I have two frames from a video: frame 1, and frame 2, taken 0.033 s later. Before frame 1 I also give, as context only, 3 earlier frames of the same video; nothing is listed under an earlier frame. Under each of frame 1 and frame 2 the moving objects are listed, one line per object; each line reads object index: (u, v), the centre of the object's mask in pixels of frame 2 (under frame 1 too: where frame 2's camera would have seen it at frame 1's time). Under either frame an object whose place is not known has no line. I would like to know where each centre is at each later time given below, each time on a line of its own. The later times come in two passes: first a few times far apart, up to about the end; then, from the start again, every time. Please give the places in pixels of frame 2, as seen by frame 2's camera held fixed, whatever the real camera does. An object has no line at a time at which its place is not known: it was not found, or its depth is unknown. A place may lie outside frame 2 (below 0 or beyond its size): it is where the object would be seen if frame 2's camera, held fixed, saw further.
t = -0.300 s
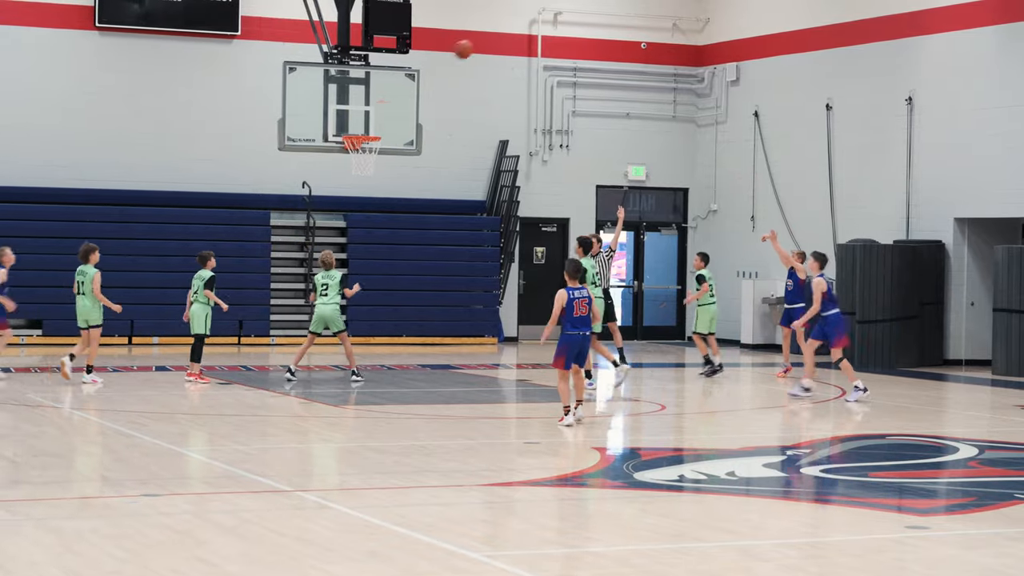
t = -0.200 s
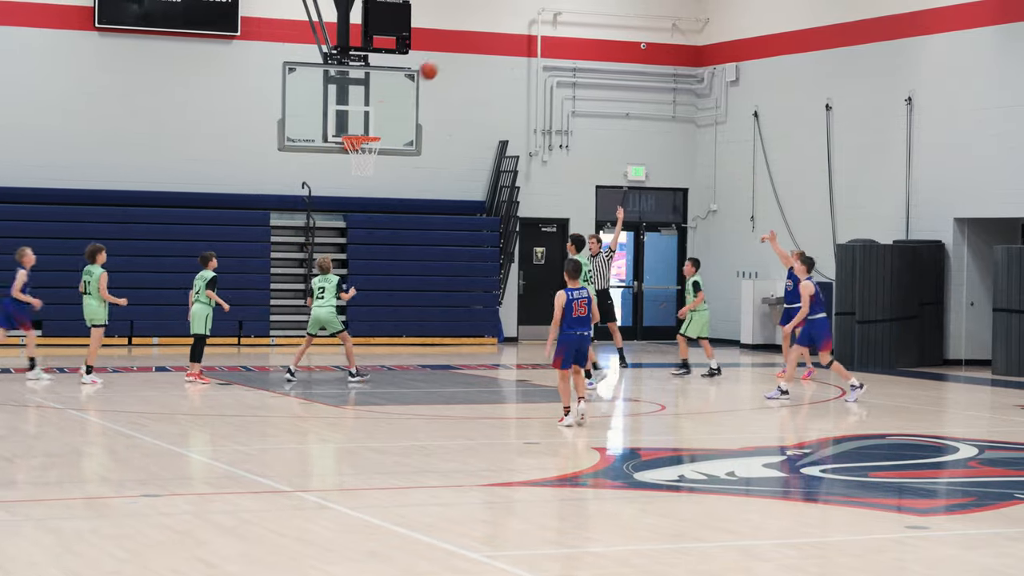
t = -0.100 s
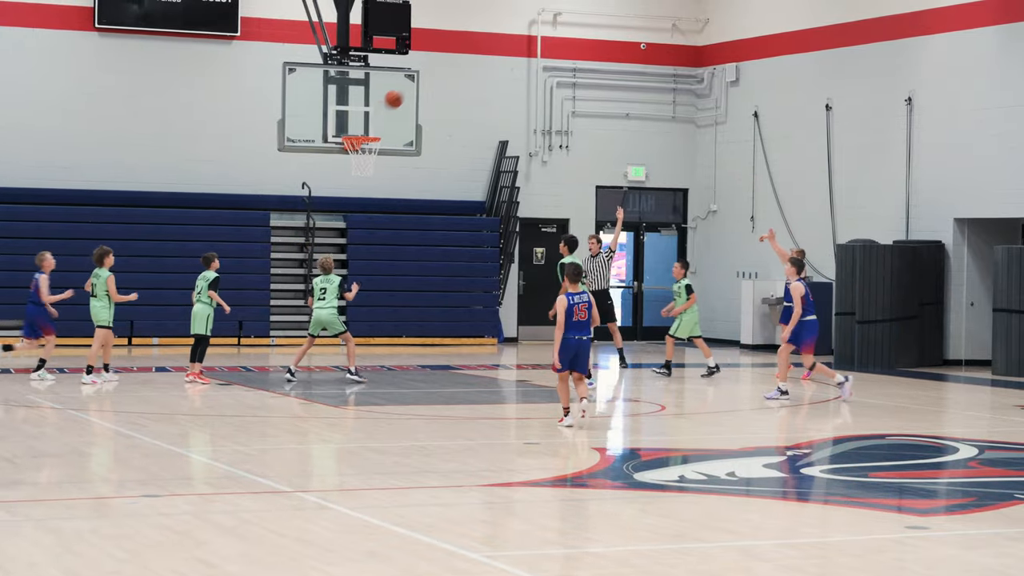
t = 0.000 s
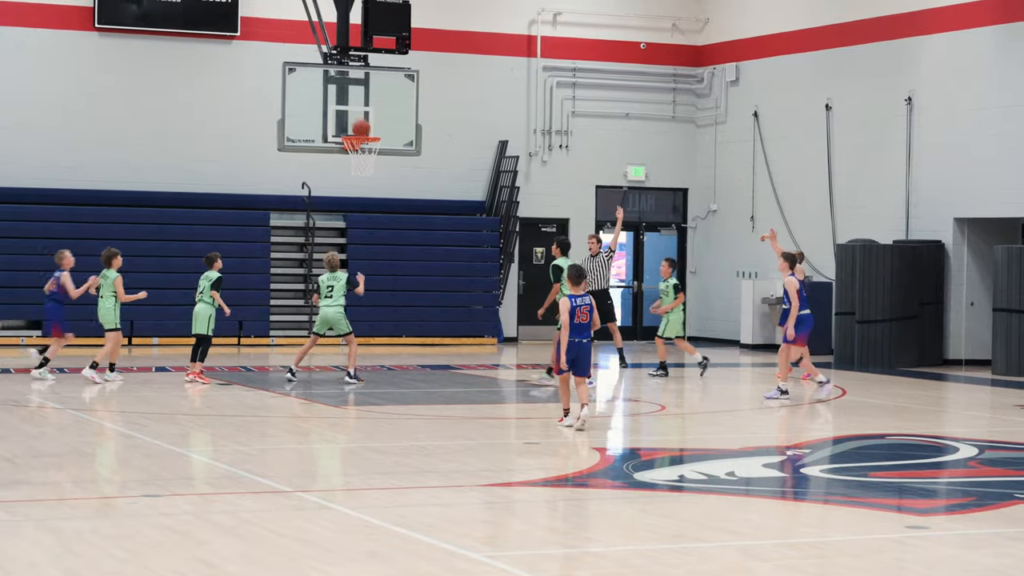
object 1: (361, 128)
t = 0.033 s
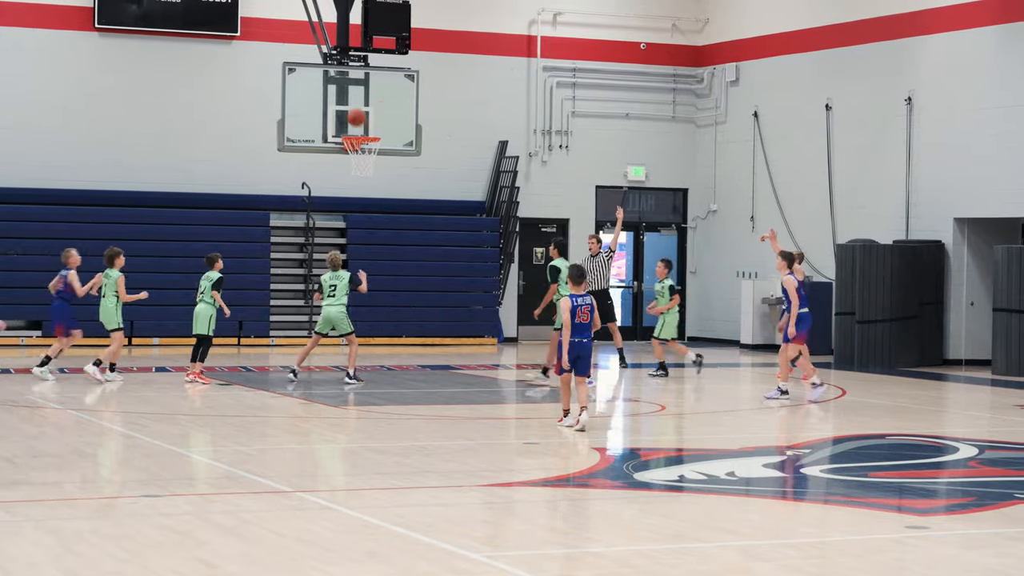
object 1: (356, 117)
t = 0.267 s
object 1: (324, 63)
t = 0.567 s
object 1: (280, 54)
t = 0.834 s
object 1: (239, 106)
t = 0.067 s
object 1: (351, 107)
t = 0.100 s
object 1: (347, 98)
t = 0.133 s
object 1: (343, 89)
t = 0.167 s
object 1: (338, 82)
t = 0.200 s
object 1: (334, 75)
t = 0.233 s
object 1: (328, 68)
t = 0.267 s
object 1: (324, 63)
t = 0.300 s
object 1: (319, 59)
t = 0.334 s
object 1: (314, 55)
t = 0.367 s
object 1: (309, 53)
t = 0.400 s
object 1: (304, 51)
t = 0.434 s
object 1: (299, 49)
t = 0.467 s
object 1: (295, 49)
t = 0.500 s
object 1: (290, 50)
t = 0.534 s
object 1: (285, 51)
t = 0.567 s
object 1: (280, 54)
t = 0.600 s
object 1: (275, 57)
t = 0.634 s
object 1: (270, 61)
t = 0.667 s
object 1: (265, 67)
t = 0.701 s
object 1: (259, 73)
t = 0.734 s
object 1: (255, 80)
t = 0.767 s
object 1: (249, 88)
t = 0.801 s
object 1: (244, 96)
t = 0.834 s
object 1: (239, 106)
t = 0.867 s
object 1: (234, 117)
